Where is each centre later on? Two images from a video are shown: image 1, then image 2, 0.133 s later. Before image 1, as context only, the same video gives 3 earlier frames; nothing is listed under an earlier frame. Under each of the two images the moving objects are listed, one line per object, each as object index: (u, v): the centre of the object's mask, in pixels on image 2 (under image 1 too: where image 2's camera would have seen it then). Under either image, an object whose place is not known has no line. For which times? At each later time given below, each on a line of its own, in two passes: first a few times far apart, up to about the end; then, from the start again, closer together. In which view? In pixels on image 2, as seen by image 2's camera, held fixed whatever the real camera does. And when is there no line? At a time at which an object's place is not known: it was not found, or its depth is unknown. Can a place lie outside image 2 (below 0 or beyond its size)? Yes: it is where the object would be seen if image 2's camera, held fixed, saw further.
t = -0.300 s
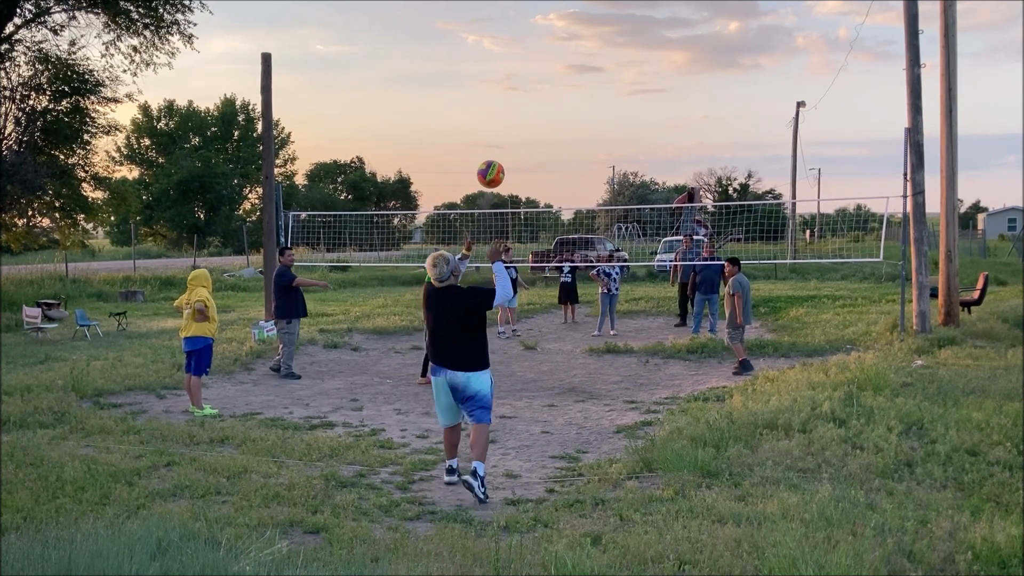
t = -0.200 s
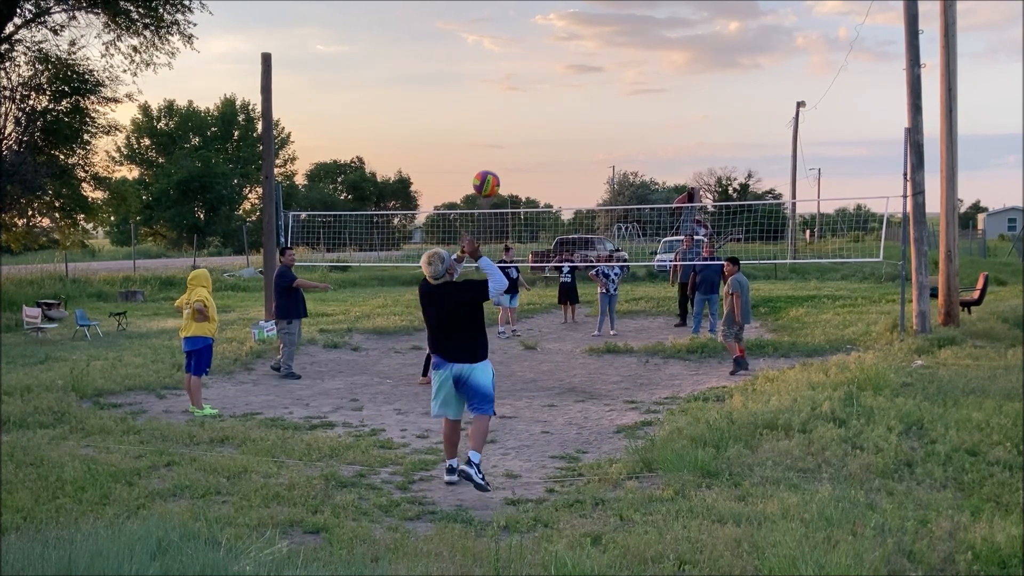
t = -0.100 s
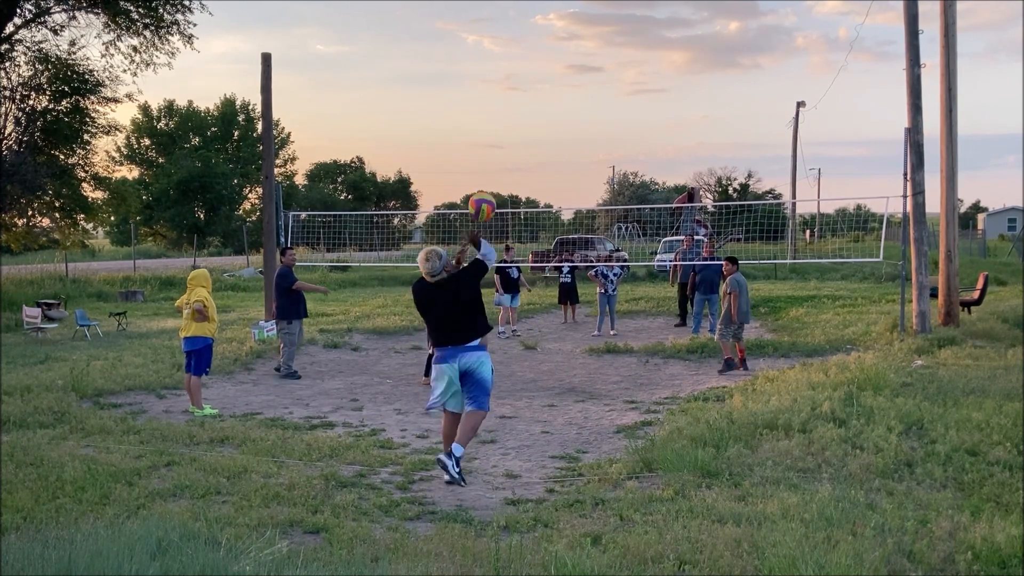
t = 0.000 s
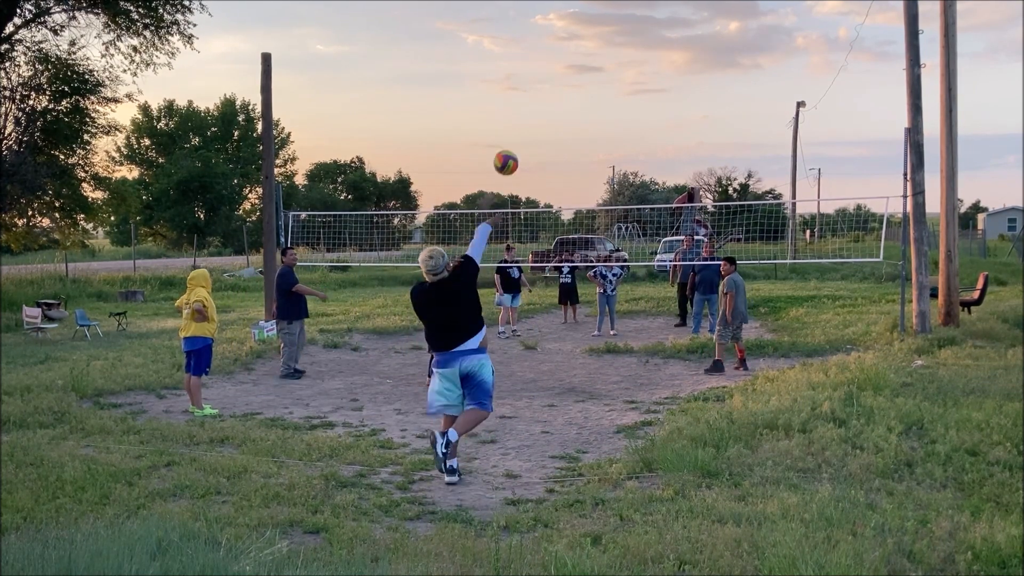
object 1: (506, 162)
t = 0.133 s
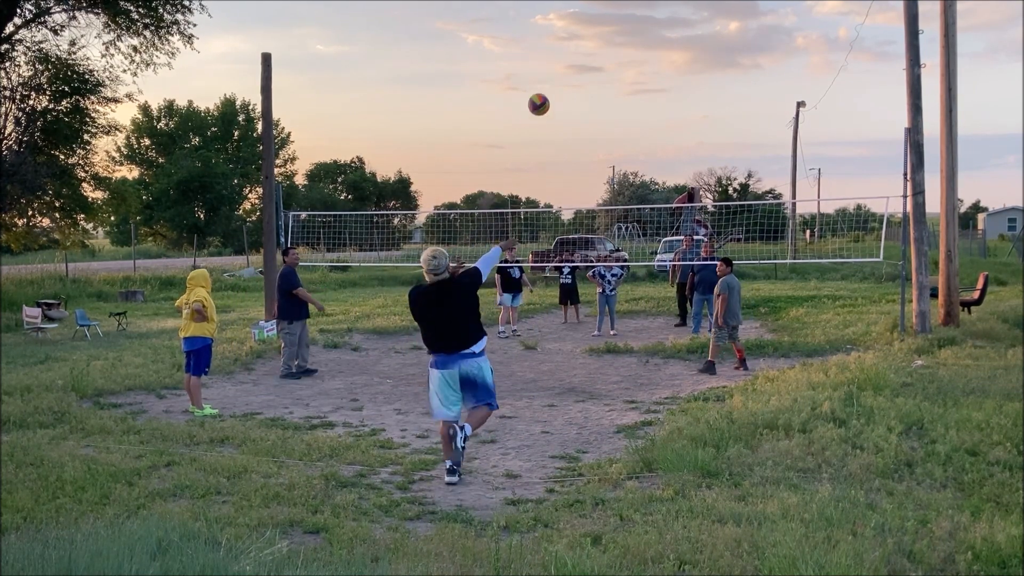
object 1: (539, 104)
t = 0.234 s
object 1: (557, 81)
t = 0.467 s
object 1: (584, 70)
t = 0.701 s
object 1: (604, 98)
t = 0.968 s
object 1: (622, 157)
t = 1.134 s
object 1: (629, 201)
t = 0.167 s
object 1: (545, 95)
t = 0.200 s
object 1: (551, 87)
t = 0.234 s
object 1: (557, 81)
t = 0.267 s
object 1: (562, 77)
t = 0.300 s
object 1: (566, 73)
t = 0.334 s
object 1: (570, 71)
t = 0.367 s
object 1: (574, 69)
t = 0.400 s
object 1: (578, 69)
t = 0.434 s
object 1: (581, 69)
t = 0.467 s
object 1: (584, 70)
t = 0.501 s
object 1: (588, 72)
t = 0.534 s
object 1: (591, 75)
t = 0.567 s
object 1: (594, 78)
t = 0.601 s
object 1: (596, 82)
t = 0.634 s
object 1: (599, 87)
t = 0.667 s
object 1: (601, 92)
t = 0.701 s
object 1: (604, 98)
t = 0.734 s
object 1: (606, 104)
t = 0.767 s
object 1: (609, 110)
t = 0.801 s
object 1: (611, 117)
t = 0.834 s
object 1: (614, 125)
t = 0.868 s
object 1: (616, 132)
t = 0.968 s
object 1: (622, 157)
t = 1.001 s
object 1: (623, 165)
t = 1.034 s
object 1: (625, 174)
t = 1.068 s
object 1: (627, 182)
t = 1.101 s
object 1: (627, 192)
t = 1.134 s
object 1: (629, 201)
